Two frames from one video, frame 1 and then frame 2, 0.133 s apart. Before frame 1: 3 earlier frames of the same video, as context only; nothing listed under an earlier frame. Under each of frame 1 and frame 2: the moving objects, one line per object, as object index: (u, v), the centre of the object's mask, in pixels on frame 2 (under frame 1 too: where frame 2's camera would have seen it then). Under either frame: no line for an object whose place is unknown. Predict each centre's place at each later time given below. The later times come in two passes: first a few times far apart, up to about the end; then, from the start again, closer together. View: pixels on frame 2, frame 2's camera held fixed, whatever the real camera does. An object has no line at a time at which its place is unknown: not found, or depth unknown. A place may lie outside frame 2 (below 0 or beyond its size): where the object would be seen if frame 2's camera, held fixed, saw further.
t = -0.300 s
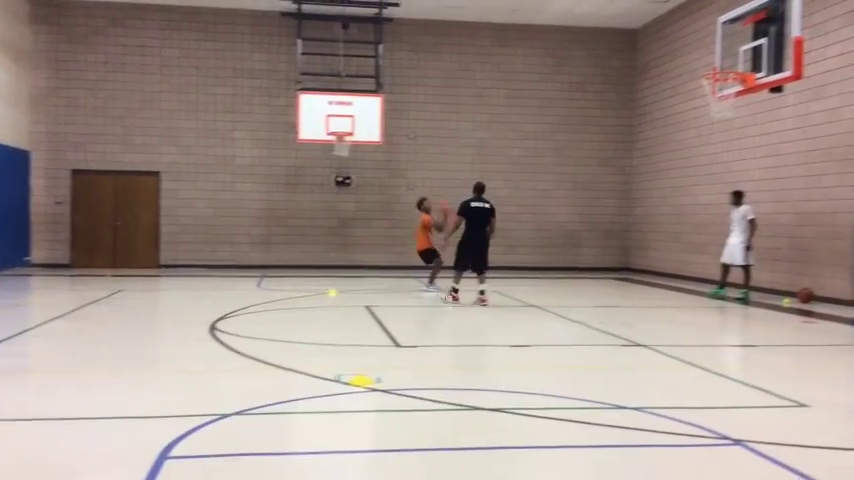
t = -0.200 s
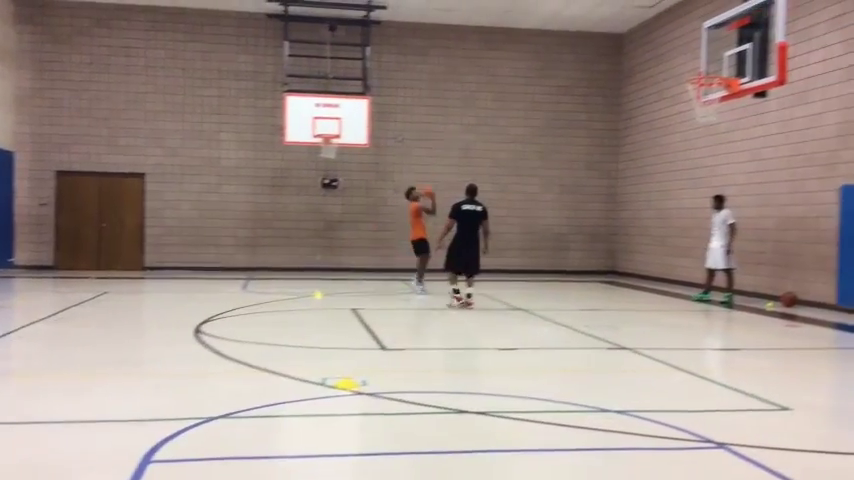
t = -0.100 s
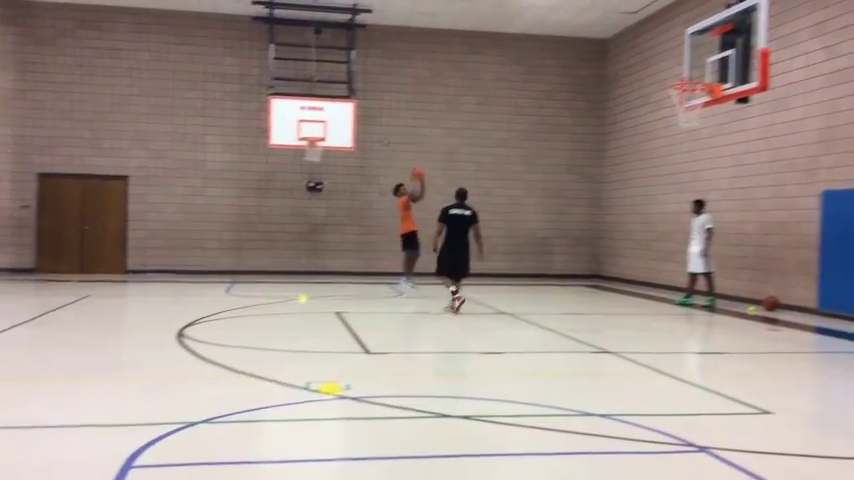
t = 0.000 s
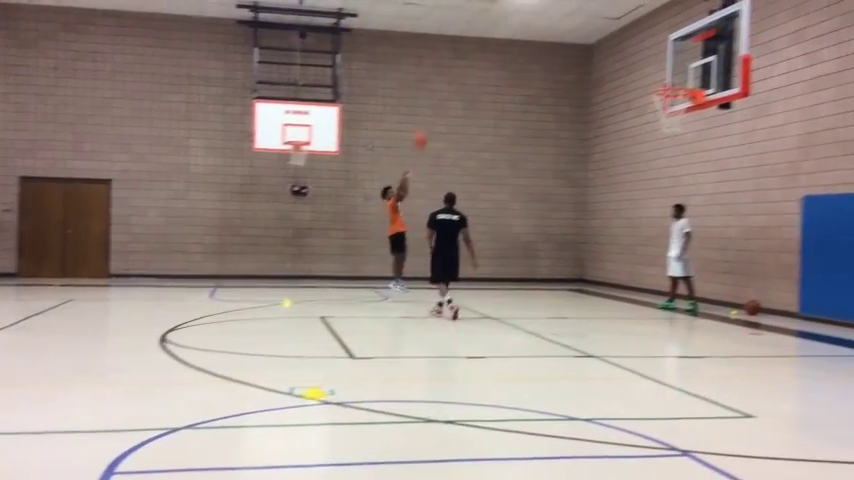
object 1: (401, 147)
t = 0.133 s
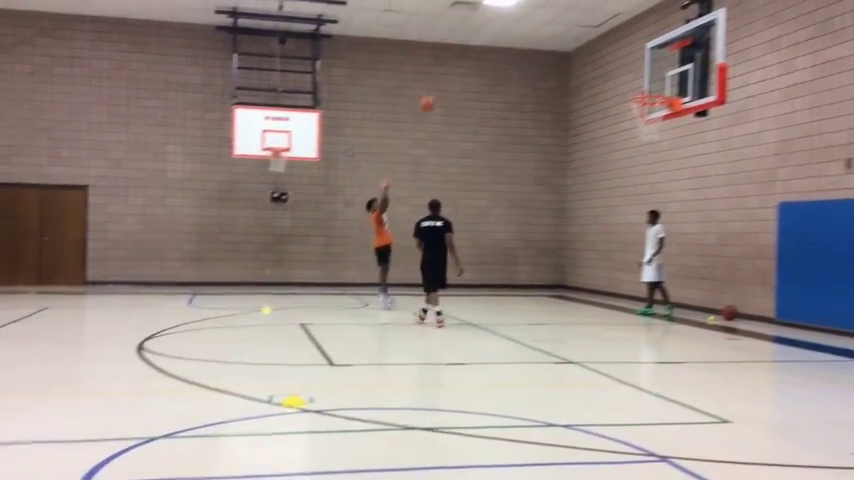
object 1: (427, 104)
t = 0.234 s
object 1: (447, 78)
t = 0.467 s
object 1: (498, 38)
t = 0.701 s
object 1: (555, 30)
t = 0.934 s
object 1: (611, 61)
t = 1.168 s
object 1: (670, 120)
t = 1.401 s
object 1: (673, 157)
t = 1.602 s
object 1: (678, 223)
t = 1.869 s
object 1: (682, 314)
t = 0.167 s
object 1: (433, 94)
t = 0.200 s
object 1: (440, 85)
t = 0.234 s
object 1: (447, 78)
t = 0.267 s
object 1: (454, 70)
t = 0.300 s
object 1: (461, 63)
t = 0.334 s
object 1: (467, 55)
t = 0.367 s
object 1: (474, 51)
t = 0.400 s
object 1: (480, 46)
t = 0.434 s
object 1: (490, 41)
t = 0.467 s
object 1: (498, 38)
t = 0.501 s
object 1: (505, 35)
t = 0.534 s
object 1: (513, 32)
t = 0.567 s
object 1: (522, 30)
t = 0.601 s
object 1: (529, 29)
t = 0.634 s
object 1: (537, 28)
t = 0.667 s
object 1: (545, 29)
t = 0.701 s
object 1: (555, 30)
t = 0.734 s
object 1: (565, 31)
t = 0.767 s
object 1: (567, 34)
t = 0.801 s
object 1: (574, 37)
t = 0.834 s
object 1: (583, 42)
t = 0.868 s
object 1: (592, 48)
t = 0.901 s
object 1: (600, 53)
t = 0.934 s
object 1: (611, 61)
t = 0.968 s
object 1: (619, 68)
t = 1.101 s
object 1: (661, 112)
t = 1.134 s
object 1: (668, 116)
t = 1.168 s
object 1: (670, 120)
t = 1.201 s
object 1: (671, 122)
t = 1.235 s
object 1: (671, 124)
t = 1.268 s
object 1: (673, 129)
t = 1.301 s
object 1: (674, 135)
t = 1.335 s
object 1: (674, 141)
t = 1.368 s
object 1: (674, 148)
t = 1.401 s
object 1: (673, 157)
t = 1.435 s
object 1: (672, 166)
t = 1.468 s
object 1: (675, 176)
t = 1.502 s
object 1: (675, 186)
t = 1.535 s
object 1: (676, 197)
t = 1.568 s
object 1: (678, 211)
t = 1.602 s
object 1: (678, 223)
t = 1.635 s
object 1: (679, 237)
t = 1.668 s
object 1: (680, 253)
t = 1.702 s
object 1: (681, 269)
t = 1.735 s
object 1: (682, 286)
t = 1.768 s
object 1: (684, 300)
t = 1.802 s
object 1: (685, 323)
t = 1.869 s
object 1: (682, 314)
